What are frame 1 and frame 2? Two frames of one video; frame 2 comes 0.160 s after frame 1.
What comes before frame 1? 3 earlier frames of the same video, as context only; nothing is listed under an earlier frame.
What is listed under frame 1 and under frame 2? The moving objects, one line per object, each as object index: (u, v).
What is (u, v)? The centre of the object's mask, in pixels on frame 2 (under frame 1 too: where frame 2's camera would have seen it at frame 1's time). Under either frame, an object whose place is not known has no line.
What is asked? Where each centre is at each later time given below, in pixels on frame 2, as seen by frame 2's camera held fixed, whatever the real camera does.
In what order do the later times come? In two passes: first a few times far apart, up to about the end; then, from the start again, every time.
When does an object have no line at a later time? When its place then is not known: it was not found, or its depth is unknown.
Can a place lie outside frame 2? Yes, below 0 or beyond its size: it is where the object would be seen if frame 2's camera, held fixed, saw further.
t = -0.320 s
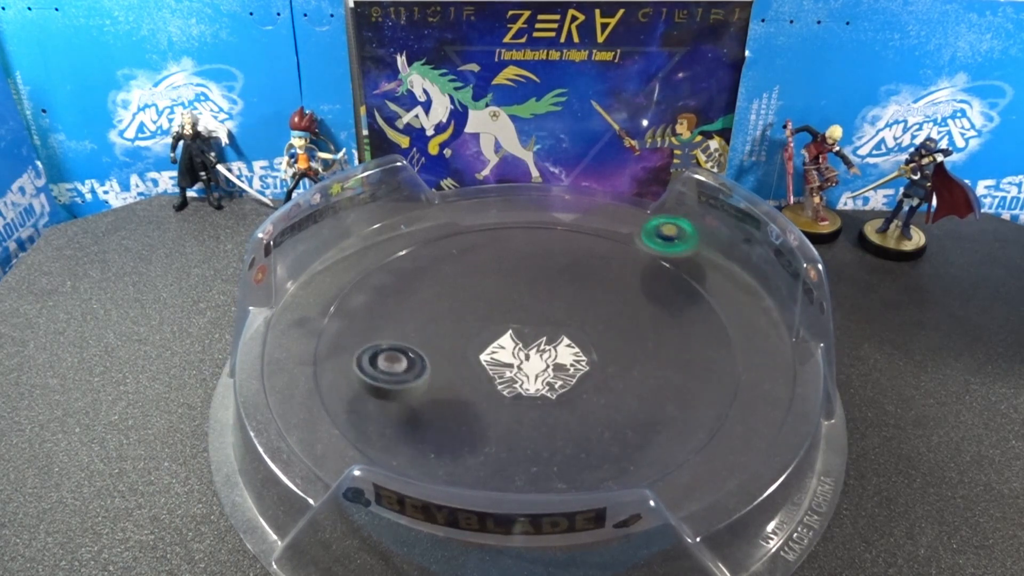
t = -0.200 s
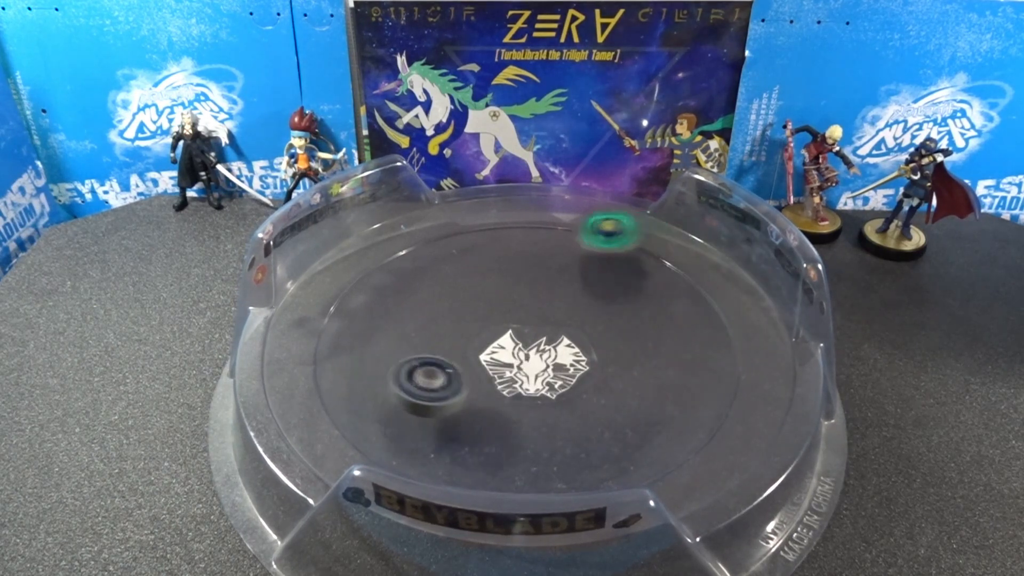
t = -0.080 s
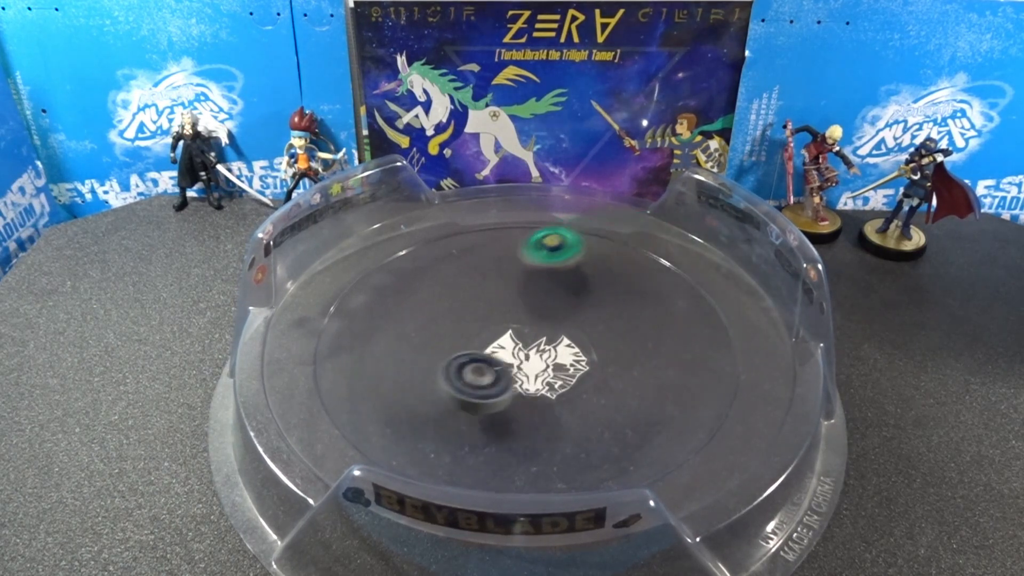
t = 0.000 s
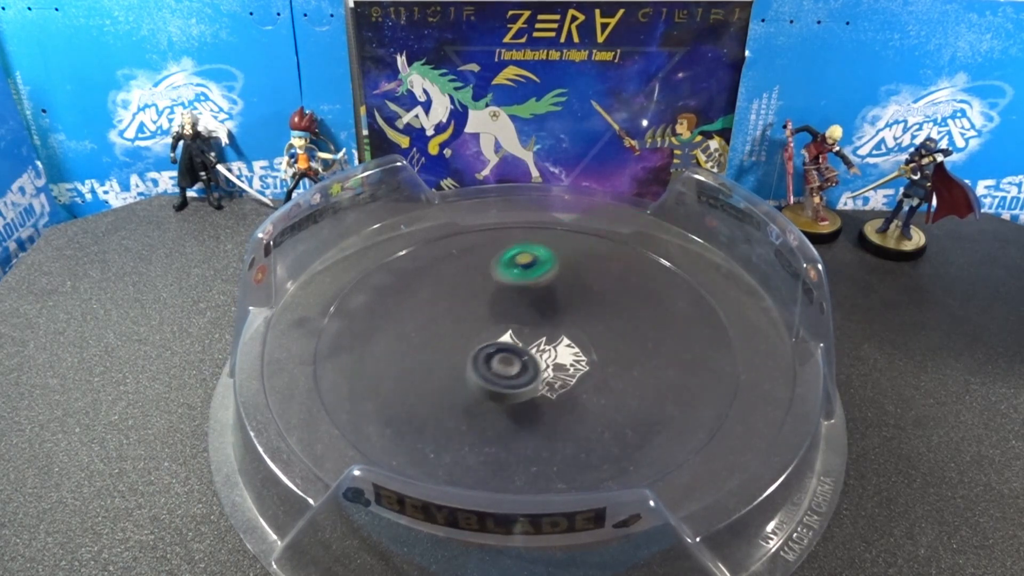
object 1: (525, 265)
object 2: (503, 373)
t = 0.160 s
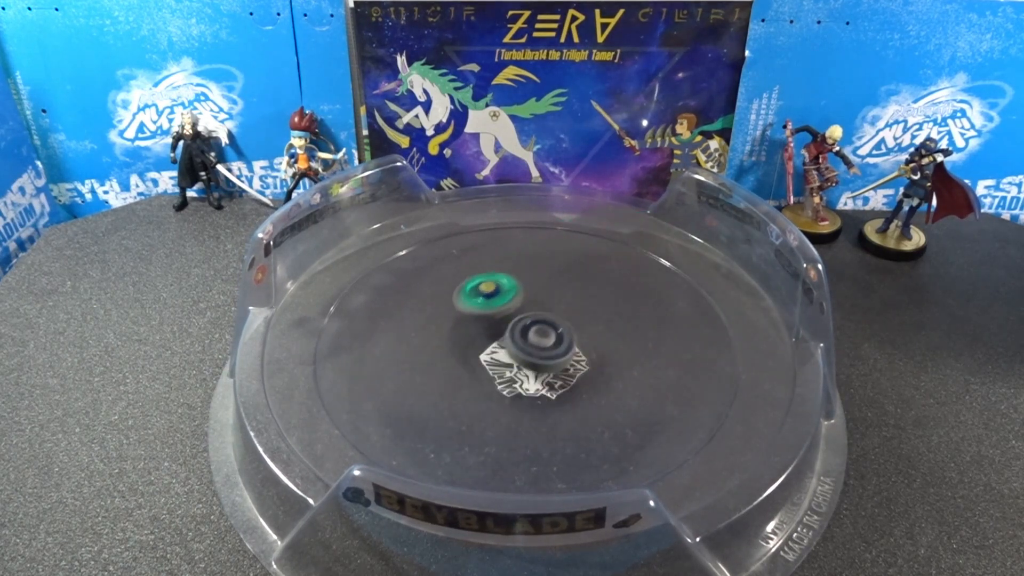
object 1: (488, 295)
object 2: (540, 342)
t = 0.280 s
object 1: (468, 318)
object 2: (552, 320)
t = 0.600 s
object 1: (449, 367)
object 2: (549, 272)
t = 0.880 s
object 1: (467, 383)
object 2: (518, 293)
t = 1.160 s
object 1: (465, 398)
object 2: (552, 331)
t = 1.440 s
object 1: (466, 426)
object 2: (598, 310)
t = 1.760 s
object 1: (527, 401)
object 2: (553, 334)
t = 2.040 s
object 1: (564, 427)
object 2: (520, 303)
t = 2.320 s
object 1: (611, 390)
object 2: (468, 326)
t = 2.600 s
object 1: (609, 334)
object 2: (501, 365)
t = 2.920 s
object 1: (567, 291)
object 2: (568, 344)
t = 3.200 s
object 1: (513, 215)
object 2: (580, 374)
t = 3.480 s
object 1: (494, 241)
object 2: (561, 364)
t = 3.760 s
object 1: (500, 296)
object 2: (504, 350)
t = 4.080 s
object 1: (513, 334)
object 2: (478, 386)
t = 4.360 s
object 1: (560, 285)
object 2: (484, 425)
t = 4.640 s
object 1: (536, 287)
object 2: (529, 387)
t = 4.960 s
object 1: (505, 269)
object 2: (523, 338)
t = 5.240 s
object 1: (478, 260)
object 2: (516, 320)
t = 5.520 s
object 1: (468, 274)
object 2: (510, 329)
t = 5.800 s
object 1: (460, 305)
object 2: (547, 354)
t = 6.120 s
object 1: (460, 354)
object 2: (576, 350)
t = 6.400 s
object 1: (488, 381)
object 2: (548, 340)
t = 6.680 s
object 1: (514, 395)
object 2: (516, 342)
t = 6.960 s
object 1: (544, 391)
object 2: (509, 341)
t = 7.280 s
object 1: (618, 392)
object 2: (524, 317)
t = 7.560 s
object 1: (647, 380)
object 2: (526, 304)
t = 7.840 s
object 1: (634, 361)
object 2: (550, 319)
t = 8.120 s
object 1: (663, 356)
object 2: (525, 315)
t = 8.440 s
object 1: (644, 336)
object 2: (518, 345)
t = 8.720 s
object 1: (598, 313)
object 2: (561, 358)
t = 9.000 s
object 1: (555, 289)
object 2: (589, 345)
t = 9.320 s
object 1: (525, 262)
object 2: (565, 341)
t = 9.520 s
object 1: (506, 242)
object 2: (564, 367)
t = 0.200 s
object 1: (480, 302)
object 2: (546, 335)
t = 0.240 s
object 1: (473, 310)
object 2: (549, 327)
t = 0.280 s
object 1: (468, 318)
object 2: (552, 320)
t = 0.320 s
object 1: (462, 325)
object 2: (554, 314)
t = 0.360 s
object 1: (458, 332)
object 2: (556, 307)
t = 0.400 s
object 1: (454, 339)
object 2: (558, 298)
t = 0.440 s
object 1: (451, 346)
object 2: (558, 292)
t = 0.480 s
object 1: (449, 352)
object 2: (557, 285)
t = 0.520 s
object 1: (448, 357)
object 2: (556, 280)
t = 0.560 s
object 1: (448, 363)
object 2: (553, 276)
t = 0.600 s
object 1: (449, 367)
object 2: (549, 272)
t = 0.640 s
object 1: (451, 371)
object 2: (545, 270)
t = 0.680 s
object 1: (453, 375)
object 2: (540, 269)
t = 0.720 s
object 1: (455, 377)
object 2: (534, 270)
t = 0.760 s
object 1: (457, 380)
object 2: (529, 273)
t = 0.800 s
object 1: (460, 381)
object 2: (523, 279)
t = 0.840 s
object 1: (464, 382)
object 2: (519, 285)
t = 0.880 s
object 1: (467, 383)
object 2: (518, 293)
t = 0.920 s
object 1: (471, 383)
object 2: (517, 301)
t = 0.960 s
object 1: (475, 383)
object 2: (518, 310)
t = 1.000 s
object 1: (479, 382)
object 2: (520, 318)
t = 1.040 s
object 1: (484, 382)
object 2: (522, 326)
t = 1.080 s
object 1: (489, 380)
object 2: (527, 333)
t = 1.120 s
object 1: (491, 380)
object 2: (533, 338)
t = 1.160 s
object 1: (465, 398)
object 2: (552, 331)
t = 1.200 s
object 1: (446, 411)
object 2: (571, 325)
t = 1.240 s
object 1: (439, 416)
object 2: (584, 321)
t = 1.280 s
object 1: (442, 421)
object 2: (592, 318)
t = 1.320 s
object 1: (447, 423)
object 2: (596, 316)
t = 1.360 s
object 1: (453, 425)
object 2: (599, 313)
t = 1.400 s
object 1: (459, 426)
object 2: (600, 312)
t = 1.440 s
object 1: (466, 426)
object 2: (598, 310)
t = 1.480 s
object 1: (473, 425)
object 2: (595, 309)
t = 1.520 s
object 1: (480, 424)
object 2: (591, 310)
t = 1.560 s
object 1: (488, 422)
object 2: (584, 311)
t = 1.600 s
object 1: (495, 420)
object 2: (578, 314)
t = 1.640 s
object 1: (502, 417)
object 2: (572, 318)
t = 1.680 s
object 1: (510, 412)
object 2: (565, 323)
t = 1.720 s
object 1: (518, 407)
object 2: (558, 329)
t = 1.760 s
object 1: (527, 401)
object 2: (553, 334)
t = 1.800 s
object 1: (536, 394)
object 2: (548, 339)
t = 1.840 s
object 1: (541, 398)
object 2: (546, 338)
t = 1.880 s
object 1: (539, 418)
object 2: (546, 322)
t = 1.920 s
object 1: (539, 427)
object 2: (543, 314)
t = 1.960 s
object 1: (544, 431)
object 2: (537, 306)
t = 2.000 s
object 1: (553, 429)
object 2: (529, 304)
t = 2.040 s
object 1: (564, 427)
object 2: (520, 303)
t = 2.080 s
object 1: (573, 423)
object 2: (511, 304)
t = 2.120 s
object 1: (582, 419)
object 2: (501, 305)
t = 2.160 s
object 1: (590, 414)
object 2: (492, 307)
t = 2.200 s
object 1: (596, 409)
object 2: (485, 311)
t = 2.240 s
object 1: (602, 403)
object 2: (477, 315)
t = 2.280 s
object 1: (607, 397)
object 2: (472, 321)
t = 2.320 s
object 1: (611, 390)
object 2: (468, 326)
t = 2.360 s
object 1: (615, 383)
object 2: (468, 333)
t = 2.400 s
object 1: (617, 375)
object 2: (468, 340)
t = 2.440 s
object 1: (618, 367)
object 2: (470, 346)
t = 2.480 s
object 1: (618, 358)
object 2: (476, 353)
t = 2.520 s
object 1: (616, 350)
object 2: (484, 358)
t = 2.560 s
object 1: (613, 342)
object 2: (492, 362)
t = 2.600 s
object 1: (609, 334)
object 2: (501, 365)
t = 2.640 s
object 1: (605, 327)
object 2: (512, 367)
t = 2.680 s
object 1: (601, 320)
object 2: (524, 367)
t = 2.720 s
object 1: (597, 313)
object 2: (533, 366)
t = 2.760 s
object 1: (591, 306)
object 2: (543, 363)
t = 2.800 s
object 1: (586, 300)
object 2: (553, 359)
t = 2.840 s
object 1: (581, 295)
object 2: (560, 355)
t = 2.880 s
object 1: (574, 292)
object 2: (564, 350)
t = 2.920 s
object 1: (567, 291)
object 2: (568, 344)
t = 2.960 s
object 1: (562, 284)
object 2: (570, 342)
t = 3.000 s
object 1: (556, 254)
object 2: (570, 357)
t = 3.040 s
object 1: (549, 235)
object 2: (570, 365)
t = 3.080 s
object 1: (540, 222)
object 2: (572, 369)
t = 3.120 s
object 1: (533, 212)
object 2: (575, 372)
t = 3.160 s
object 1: (525, 210)
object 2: (578, 373)
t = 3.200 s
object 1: (513, 215)
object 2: (580, 374)
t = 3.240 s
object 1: (503, 219)
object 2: (581, 374)
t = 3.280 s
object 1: (497, 224)
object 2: (581, 373)
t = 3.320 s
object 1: (494, 227)
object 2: (580, 372)
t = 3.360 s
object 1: (493, 230)
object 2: (577, 370)
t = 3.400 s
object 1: (493, 233)
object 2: (574, 368)
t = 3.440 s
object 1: (493, 237)
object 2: (568, 366)
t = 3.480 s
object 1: (494, 241)
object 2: (561, 364)
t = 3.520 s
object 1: (494, 246)
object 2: (554, 361)
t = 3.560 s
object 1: (495, 251)
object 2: (546, 359)
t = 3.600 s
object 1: (495, 258)
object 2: (538, 357)
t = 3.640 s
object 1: (496, 266)
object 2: (529, 356)
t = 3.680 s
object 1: (497, 274)
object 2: (521, 353)
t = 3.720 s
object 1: (498, 285)
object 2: (512, 351)
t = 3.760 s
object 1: (500, 296)
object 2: (504, 350)
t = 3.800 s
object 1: (503, 299)
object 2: (496, 356)
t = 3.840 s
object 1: (508, 298)
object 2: (488, 363)
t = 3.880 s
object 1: (514, 303)
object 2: (482, 369)
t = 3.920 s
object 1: (517, 310)
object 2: (479, 373)
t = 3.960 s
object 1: (516, 317)
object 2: (477, 377)
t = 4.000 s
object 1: (515, 323)
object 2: (476, 380)
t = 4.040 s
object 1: (514, 328)
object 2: (476, 383)
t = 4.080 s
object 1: (513, 334)
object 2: (478, 386)
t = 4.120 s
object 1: (512, 339)
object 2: (481, 387)
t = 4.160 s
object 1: (524, 328)
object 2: (475, 397)
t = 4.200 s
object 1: (541, 311)
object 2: (466, 409)
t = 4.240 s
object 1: (555, 296)
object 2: (466, 416)
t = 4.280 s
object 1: (563, 288)
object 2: (470, 420)
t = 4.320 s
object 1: (564, 286)
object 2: (477, 423)
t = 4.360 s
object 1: (560, 285)
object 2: (484, 425)
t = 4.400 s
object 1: (557, 284)
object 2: (492, 426)
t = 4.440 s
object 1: (554, 283)
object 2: (501, 424)
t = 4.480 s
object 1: (550, 283)
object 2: (510, 419)
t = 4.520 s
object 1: (547, 283)
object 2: (517, 413)
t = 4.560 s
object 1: (543, 284)
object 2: (523, 405)
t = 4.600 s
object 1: (540, 285)
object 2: (527, 396)
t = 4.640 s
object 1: (536, 287)
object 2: (529, 387)
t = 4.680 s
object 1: (533, 288)
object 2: (529, 378)
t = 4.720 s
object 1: (529, 289)
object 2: (531, 368)
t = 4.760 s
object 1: (526, 292)
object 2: (530, 357)
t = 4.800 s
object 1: (522, 293)
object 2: (528, 348)
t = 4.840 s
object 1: (518, 291)
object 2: (527, 343)
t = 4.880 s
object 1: (515, 287)
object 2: (526, 338)
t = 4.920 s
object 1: (510, 278)
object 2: (524, 338)
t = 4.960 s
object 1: (505, 269)
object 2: (523, 338)
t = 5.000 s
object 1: (500, 266)
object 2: (523, 335)
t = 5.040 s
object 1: (495, 263)
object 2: (522, 332)
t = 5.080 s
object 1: (490, 262)
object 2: (522, 329)
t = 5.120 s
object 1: (487, 260)
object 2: (521, 326)
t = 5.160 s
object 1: (483, 260)
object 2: (520, 323)
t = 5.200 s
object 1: (481, 259)
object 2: (518, 321)
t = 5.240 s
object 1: (478, 260)
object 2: (516, 320)
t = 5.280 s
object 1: (476, 261)
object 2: (514, 318)
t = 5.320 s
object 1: (474, 262)
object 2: (512, 318)
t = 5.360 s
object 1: (473, 265)
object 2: (510, 318)
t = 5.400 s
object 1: (472, 268)
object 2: (508, 319)
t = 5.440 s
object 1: (472, 271)
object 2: (507, 320)
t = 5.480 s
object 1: (471, 275)
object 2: (506, 322)
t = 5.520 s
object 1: (468, 274)
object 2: (510, 329)
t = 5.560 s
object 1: (467, 276)
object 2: (513, 334)
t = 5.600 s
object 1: (466, 280)
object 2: (518, 339)
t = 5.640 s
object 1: (464, 284)
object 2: (523, 343)
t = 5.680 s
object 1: (463, 288)
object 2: (529, 347)
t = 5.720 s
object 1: (462, 293)
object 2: (535, 350)
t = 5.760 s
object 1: (460, 299)
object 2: (541, 352)
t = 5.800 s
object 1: (460, 305)
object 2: (547, 354)
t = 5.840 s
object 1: (459, 311)
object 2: (553, 356)
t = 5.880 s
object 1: (458, 317)
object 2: (559, 357)
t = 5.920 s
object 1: (458, 323)
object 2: (564, 358)
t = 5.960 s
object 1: (457, 330)
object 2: (568, 357)
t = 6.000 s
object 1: (457, 336)
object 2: (572, 356)
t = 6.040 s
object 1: (457, 343)
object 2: (574, 355)
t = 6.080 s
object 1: (459, 349)
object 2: (576, 352)
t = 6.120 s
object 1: (460, 354)
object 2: (576, 350)
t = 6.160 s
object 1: (461, 360)
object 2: (575, 347)
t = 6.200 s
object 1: (462, 364)
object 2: (571, 345)
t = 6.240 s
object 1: (464, 368)
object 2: (567, 343)
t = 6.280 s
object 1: (467, 372)
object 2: (561, 341)
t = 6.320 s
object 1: (473, 375)
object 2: (557, 340)
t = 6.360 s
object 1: (480, 378)
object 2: (553, 340)
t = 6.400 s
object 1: (488, 381)
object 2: (548, 340)
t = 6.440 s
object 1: (495, 385)
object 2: (544, 341)
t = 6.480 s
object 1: (501, 387)
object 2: (540, 342)
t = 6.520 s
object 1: (504, 388)
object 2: (534, 343)
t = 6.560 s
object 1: (507, 389)
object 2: (528, 343)
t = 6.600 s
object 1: (509, 393)
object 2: (524, 343)
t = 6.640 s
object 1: (511, 394)
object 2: (520, 342)
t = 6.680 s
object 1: (514, 395)
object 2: (516, 342)
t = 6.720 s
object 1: (518, 395)
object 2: (513, 341)
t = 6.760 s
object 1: (522, 395)
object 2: (510, 340)
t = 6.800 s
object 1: (526, 394)
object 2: (508, 340)
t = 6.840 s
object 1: (530, 394)
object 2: (507, 340)
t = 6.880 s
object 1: (534, 393)
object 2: (506, 341)
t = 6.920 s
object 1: (539, 392)
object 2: (507, 341)
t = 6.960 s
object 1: (544, 391)
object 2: (509, 341)
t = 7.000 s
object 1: (548, 388)
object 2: (512, 341)
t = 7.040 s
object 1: (554, 386)
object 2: (515, 340)
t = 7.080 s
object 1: (559, 383)
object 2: (519, 339)
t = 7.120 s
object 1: (567, 383)
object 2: (522, 337)
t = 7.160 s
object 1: (585, 392)
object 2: (523, 331)
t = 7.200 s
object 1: (597, 395)
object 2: (523, 326)
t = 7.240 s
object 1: (608, 394)
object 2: (523, 322)
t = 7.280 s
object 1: (618, 392)
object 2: (524, 317)
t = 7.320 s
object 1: (625, 391)
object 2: (524, 314)
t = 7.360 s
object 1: (632, 389)
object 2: (524, 311)
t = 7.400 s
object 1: (638, 387)
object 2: (524, 309)
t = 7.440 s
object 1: (641, 386)
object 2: (524, 307)
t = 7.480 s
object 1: (644, 384)
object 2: (525, 305)
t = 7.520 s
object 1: (646, 382)
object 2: (525, 304)
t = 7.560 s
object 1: (647, 380)
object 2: (526, 304)
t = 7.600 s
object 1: (648, 377)
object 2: (528, 305)
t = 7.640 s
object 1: (648, 375)
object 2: (531, 306)
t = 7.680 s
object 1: (646, 373)
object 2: (534, 308)
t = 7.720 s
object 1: (645, 369)
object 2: (537, 311)
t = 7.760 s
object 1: (641, 367)
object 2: (541, 313)
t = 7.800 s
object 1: (638, 364)
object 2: (545, 316)
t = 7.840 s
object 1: (634, 361)
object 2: (550, 319)
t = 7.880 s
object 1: (628, 356)
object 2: (555, 322)
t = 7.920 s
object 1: (623, 352)
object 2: (559, 325)
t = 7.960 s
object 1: (644, 357)
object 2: (551, 319)
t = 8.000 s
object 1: (657, 362)
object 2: (543, 316)
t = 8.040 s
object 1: (661, 363)
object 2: (537, 315)
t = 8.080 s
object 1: (662, 360)
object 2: (531, 315)
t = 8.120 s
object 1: (663, 356)
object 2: (525, 315)
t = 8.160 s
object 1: (662, 354)
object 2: (520, 317)
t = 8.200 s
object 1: (662, 351)
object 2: (515, 320)
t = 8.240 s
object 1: (660, 348)
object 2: (512, 324)
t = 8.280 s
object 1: (658, 346)
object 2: (511, 328)
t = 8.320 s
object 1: (656, 343)
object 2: (511, 332)
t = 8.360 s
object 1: (652, 341)
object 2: (512, 336)
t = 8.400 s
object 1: (648, 339)
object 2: (515, 341)
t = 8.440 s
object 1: (644, 336)
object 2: (518, 345)
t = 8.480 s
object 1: (639, 334)
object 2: (522, 348)
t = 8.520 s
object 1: (633, 330)
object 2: (528, 351)
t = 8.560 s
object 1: (627, 327)
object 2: (534, 354)
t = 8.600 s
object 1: (619, 324)
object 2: (541, 356)
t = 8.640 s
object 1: (613, 320)
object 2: (548, 358)
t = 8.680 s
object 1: (605, 316)
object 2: (555, 358)
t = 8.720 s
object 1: (598, 313)
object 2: (561, 358)
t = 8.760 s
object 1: (591, 308)
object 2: (568, 358)
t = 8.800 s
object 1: (583, 305)
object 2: (574, 357)
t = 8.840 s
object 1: (577, 301)
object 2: (579, 355)
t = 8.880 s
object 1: (571, 298)
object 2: (583, 353)
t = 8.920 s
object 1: (565, 295)
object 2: (586, 351)
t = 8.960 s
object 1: (560, 291)
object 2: (588, 348)
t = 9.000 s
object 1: (555, 289)
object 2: (589, 345)
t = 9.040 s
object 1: (550, 287)
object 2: (589, 341)
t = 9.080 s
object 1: (547, 284)
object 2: (587, 338)
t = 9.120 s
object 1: (544, 283)
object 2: (584, 335)
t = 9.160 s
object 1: (541, 282)
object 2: (580, 333)
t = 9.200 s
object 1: (539, 281)
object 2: (575, 331)
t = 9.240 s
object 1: (536, 280)
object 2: (570, 329)
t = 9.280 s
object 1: (534, 280)
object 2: (564, 329)
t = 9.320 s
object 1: (525, 262)
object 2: (565, 341)
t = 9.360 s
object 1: (517, 249)
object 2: (564, 349)
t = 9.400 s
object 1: (514, 245)
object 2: (564, 354)
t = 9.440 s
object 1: (510, 243)
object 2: (564, 359)
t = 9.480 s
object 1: (508, 242)
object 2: (564, 363)
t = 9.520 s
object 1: (506, 242)
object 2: (564, 367)
